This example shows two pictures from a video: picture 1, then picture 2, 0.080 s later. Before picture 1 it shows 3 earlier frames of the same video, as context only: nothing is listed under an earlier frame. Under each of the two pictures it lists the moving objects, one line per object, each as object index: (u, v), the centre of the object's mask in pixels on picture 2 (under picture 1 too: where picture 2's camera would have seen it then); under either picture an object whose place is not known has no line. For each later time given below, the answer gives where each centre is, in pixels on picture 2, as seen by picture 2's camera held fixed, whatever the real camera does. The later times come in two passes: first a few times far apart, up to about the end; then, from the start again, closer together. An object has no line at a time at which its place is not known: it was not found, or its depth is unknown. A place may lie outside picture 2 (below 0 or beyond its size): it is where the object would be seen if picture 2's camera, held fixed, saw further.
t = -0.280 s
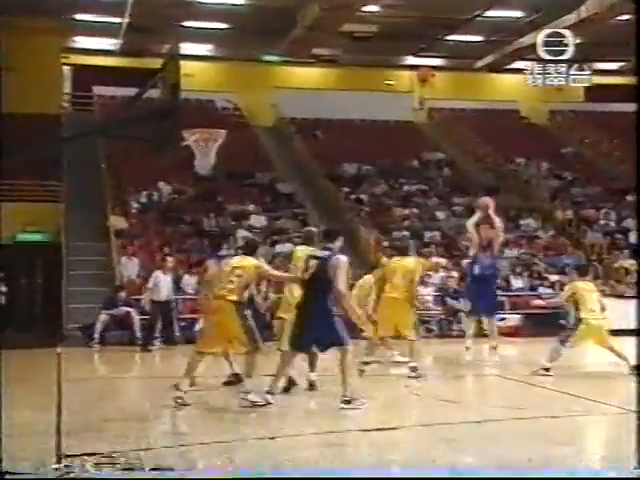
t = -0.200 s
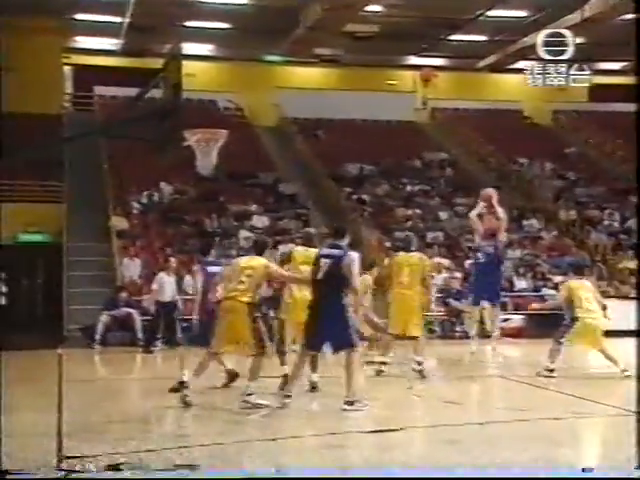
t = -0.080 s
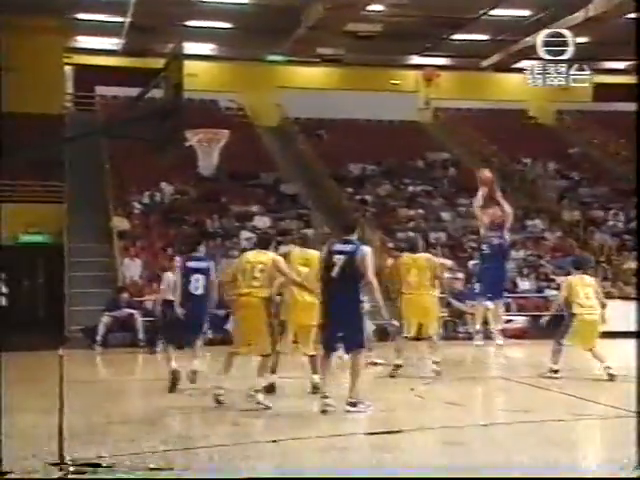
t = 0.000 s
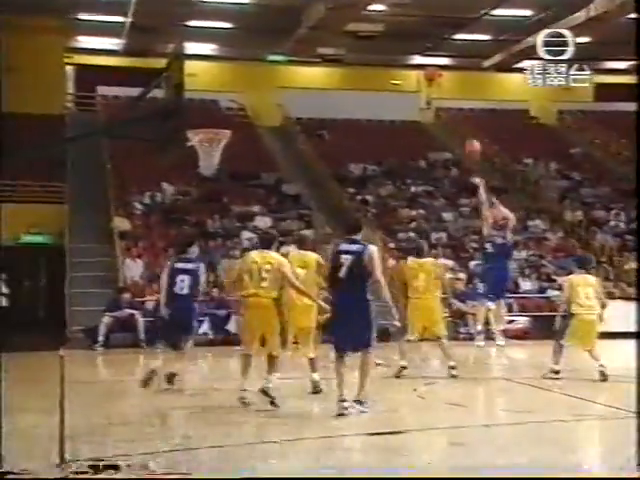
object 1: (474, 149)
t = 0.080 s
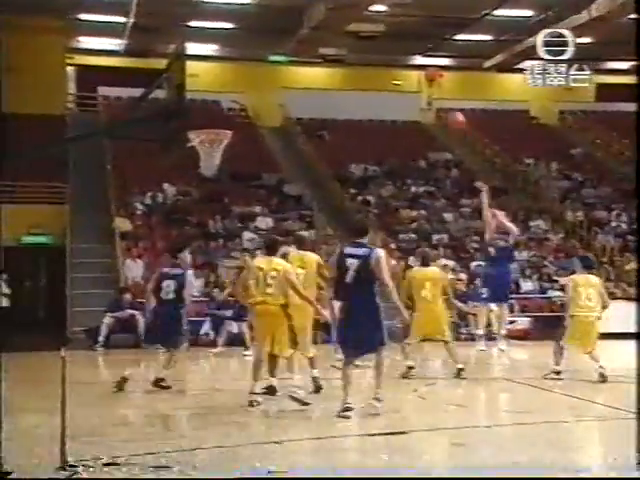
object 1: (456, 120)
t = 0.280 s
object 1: (410, 67)
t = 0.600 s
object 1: (331, 32)
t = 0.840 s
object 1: (263, 61)
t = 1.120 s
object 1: (217, 145)
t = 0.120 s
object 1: (453, 109)
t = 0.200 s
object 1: (429, 87)
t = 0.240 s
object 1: (420, 76)
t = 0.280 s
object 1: (410, 67)
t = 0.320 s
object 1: (404, 56)
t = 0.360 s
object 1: (392, 50)
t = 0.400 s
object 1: (383, 46)
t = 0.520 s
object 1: (352, 35)
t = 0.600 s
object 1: (331, 32)
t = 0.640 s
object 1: (318, 35)
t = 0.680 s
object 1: (309, 39)
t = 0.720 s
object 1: (298, 42)
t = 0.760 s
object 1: (288, 45)
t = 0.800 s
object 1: (277, 51)
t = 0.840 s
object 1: (263, 61)
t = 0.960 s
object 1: (229, 101)
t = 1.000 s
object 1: (214, 113)
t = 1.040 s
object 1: (203, 122)
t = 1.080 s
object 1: (210, 132)
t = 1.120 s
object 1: (217, 145)
